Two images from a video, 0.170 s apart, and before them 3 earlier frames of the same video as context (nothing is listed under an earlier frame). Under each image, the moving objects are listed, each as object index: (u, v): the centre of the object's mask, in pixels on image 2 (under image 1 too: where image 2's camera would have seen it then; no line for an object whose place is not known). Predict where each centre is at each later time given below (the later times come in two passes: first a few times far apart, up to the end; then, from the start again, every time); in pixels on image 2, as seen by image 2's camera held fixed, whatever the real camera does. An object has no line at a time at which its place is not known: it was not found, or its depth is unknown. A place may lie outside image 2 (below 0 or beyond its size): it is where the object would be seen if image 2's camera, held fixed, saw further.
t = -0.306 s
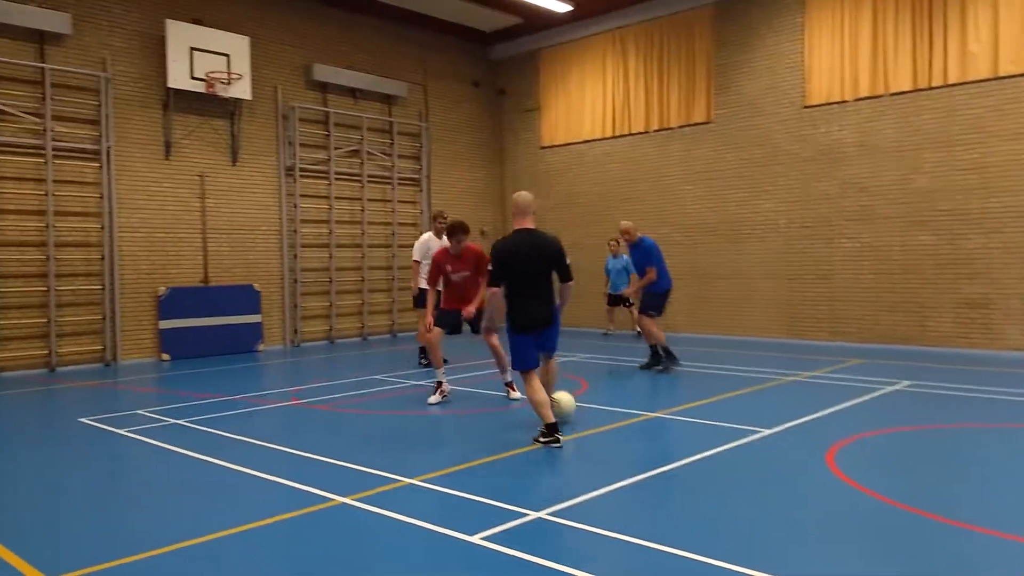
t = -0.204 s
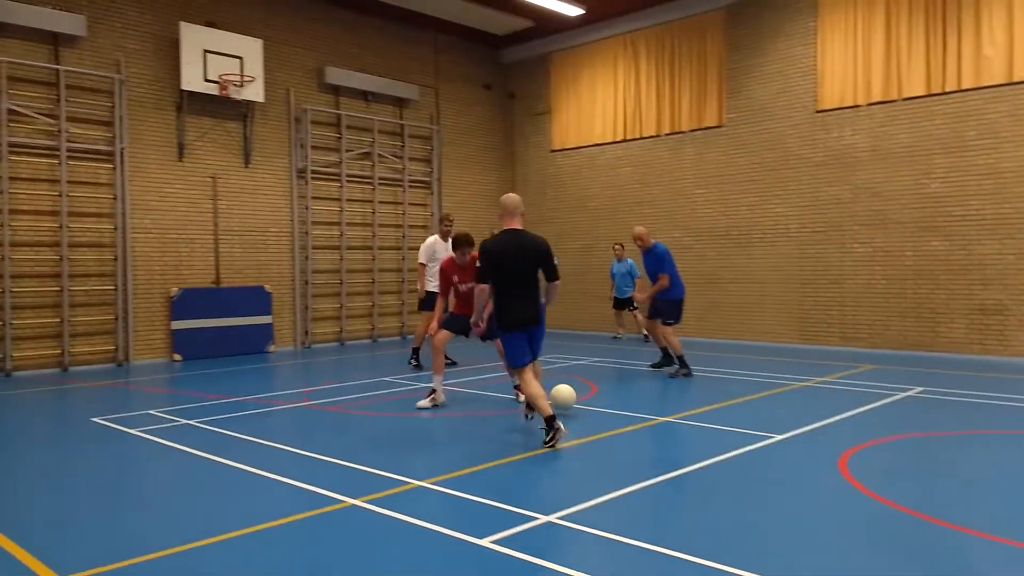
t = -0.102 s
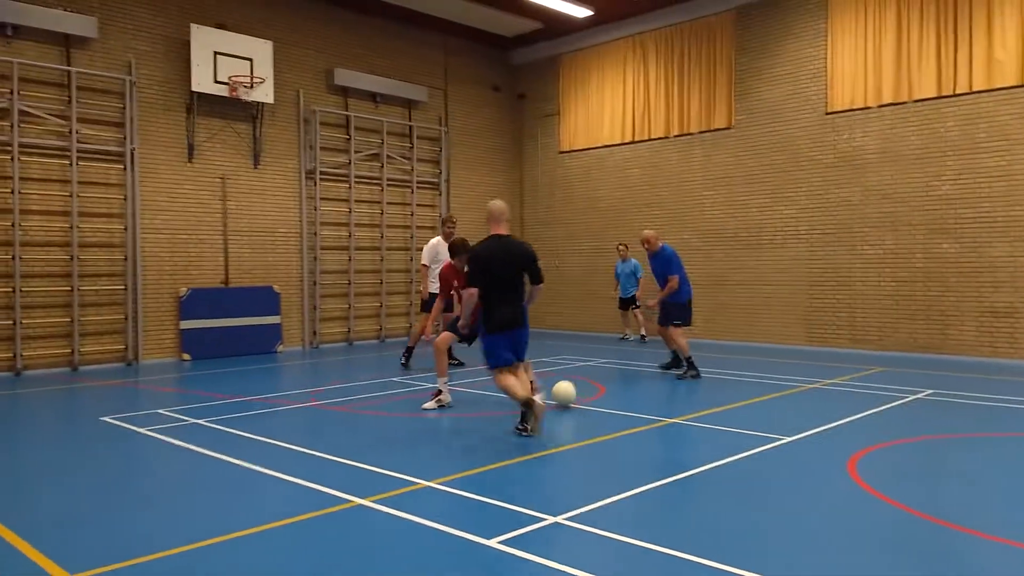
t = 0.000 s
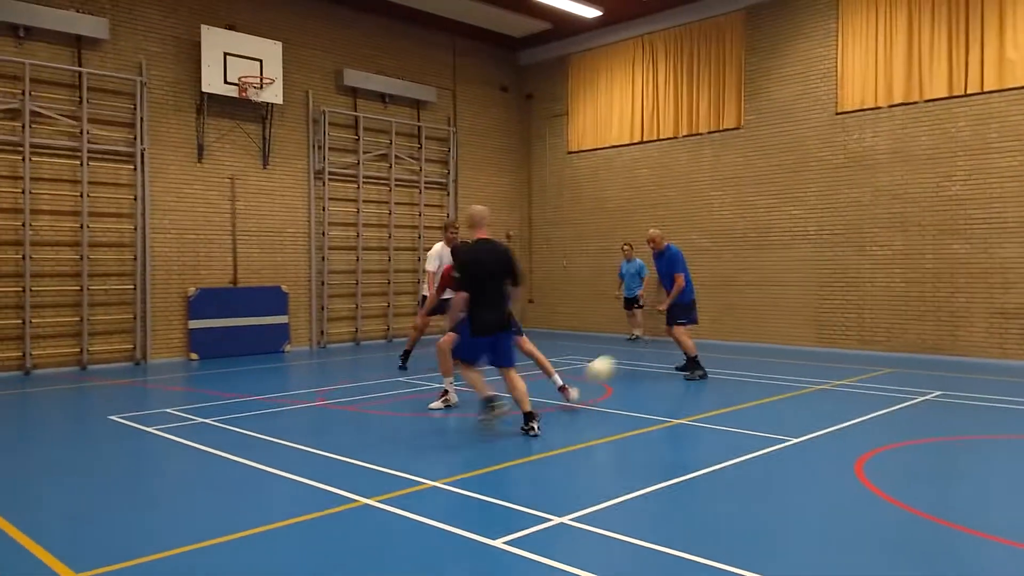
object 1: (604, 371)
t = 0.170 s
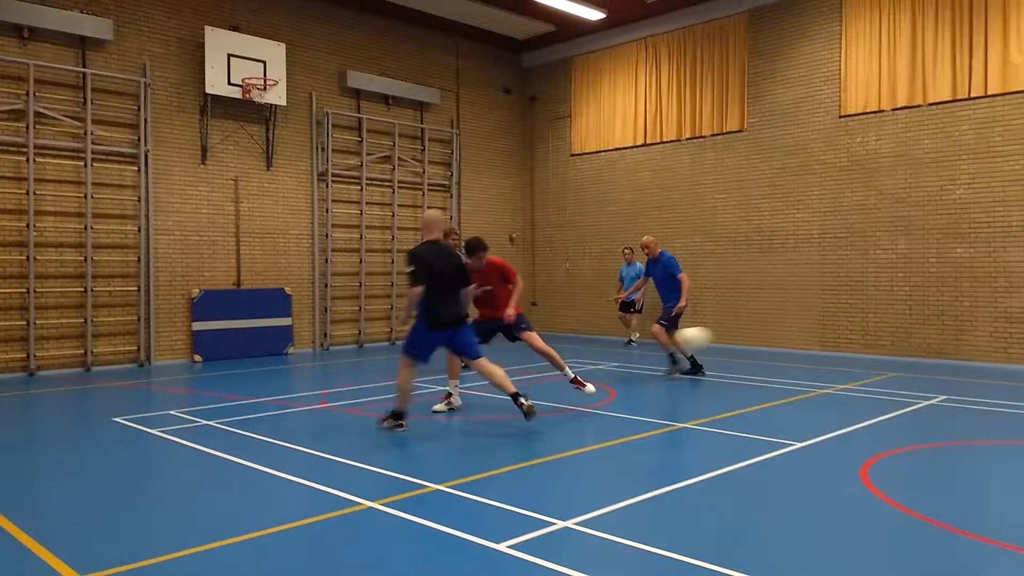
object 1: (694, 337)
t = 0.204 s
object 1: (713, 333)
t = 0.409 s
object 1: (832, 340)
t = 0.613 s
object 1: (958, 401)
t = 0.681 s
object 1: (986, 413)
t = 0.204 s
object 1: (713, 333)
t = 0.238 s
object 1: (731, 332)
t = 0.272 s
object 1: (751, 332)
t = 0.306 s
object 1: (770, 333)
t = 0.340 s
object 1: (790, 334)
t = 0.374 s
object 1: (811, 337)
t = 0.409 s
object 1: (832, 340)
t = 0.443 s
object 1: (853, 346)
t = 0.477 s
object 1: (874, 354)
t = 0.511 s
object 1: (896, 362)
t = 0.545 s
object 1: (918, 373)
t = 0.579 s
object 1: (938, 386)
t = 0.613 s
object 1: (958, 401)
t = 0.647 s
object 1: (979, 418)
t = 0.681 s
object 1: (986, 413)
